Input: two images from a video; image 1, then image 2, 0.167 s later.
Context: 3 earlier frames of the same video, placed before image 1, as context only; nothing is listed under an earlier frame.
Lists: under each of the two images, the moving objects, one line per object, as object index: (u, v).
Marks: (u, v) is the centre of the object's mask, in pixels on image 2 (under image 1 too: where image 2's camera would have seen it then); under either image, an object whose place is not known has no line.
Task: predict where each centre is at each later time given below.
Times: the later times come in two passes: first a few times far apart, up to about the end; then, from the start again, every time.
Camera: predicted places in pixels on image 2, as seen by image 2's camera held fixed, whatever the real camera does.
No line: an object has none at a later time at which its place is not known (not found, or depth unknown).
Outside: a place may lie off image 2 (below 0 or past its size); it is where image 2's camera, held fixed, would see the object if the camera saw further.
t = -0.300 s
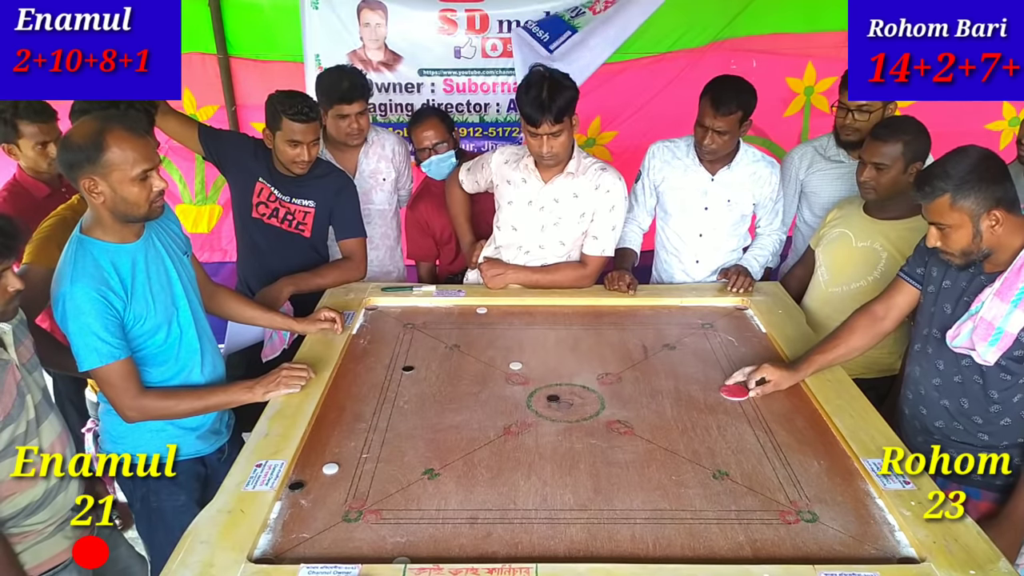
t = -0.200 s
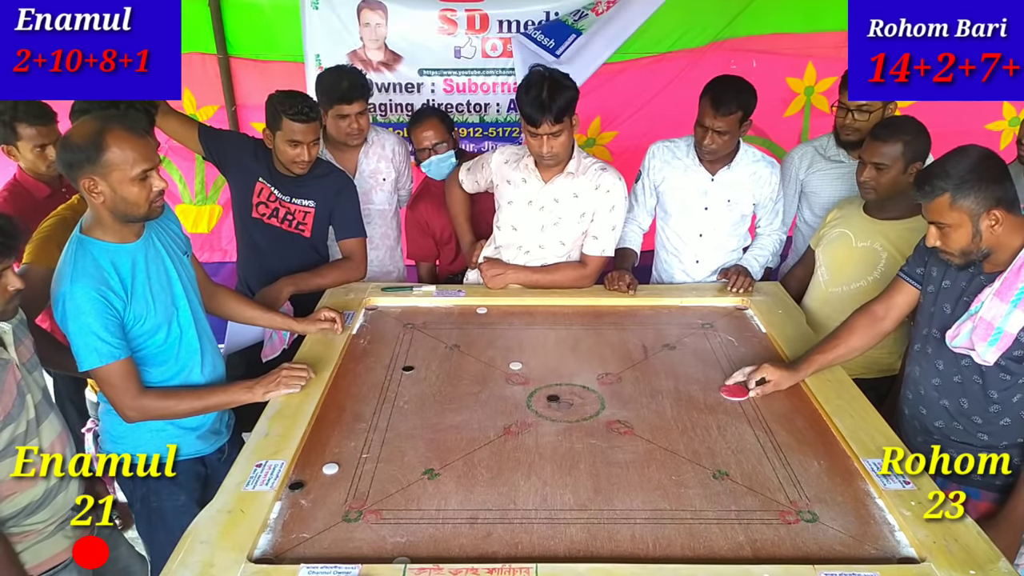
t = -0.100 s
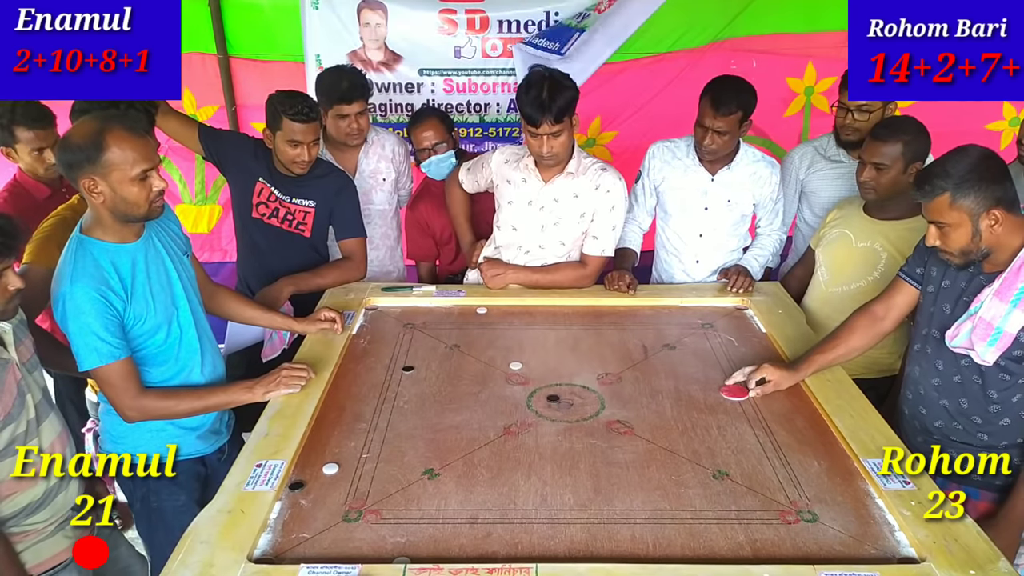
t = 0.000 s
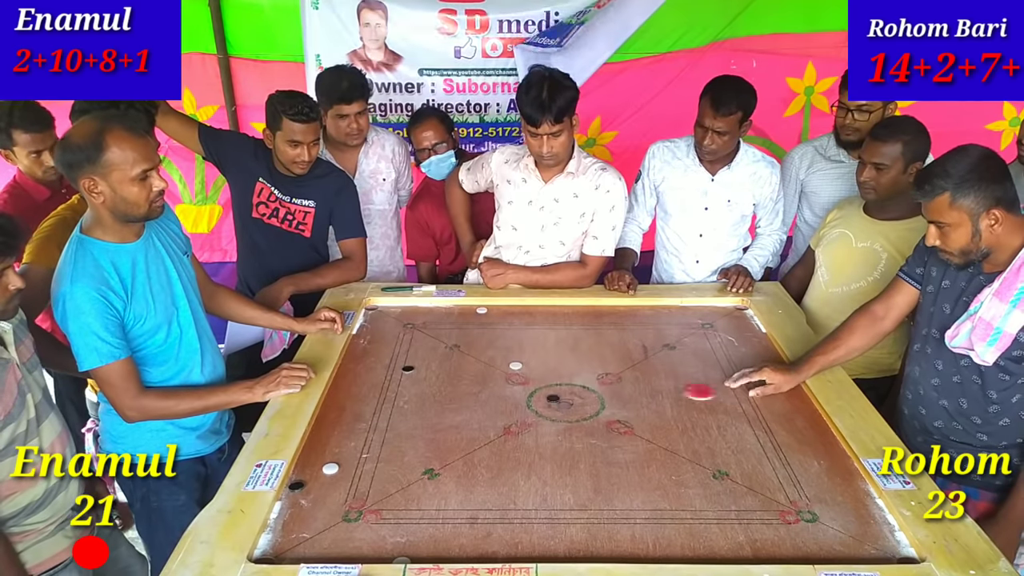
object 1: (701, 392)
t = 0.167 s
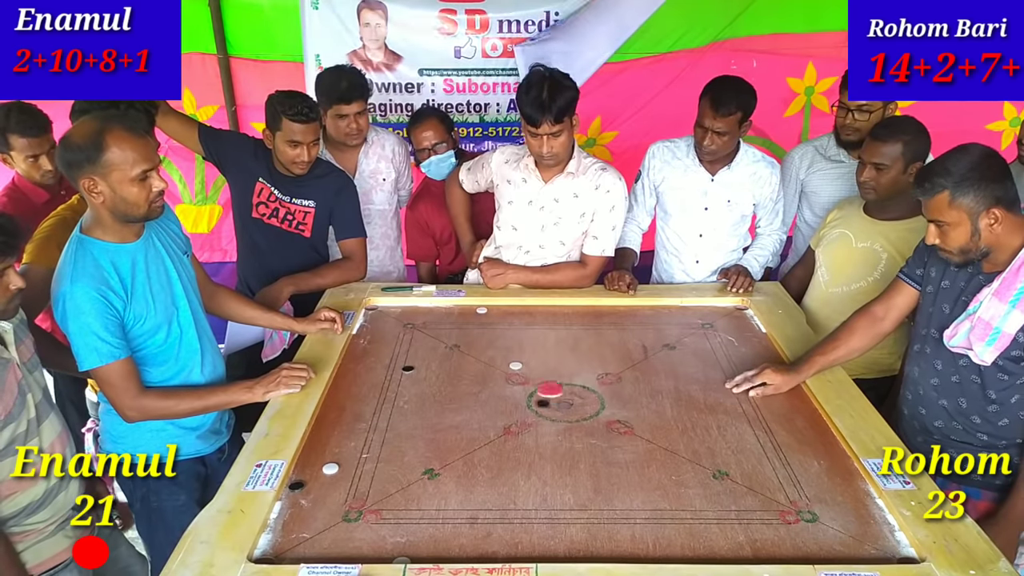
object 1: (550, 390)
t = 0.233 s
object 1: (500, 385)
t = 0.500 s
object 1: (350, 377)
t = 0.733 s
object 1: (427, 378)
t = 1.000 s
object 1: (487, 379)
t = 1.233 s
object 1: (514, 379)
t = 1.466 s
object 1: (519, 379)
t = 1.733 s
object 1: (520, 379)
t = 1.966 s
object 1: (520, 379)
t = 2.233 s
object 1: (520, 379)
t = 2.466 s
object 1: (520, 379)
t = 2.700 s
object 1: (520, 379)
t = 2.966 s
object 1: (520, 379)
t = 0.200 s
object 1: (524, 387)
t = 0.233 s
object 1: (500, 385)
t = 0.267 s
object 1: (476, 383)
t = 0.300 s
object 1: (455, 381)
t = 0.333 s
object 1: (433, 379)
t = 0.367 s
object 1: (412, 378)
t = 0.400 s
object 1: (394, 378)
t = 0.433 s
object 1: (375, 377)
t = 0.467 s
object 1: (357, 377)
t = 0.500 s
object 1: (350, 377)
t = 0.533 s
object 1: (363, 377)
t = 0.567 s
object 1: (375, 377)
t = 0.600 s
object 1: (385, 378)
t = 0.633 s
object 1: (397, 378)
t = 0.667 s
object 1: (407, 378)
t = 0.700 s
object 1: (417, 377)
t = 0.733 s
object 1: (427, 378)
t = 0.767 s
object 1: (436, 378)
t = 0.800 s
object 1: (445, 378)
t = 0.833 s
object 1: (453, 379)
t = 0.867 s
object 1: (461, 379)
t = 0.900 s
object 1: (468, 379)
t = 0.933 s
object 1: (475, 379)
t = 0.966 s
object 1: (481, 379)
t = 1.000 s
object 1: (487, 379)
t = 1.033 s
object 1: (493, 379)
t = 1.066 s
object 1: (497, 379)
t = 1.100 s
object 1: (502, 379)
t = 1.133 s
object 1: (506, 379)
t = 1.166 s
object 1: (509, 379)
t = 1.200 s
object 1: (512, 379)
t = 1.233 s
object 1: (514, 379)
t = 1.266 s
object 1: (516, 379)
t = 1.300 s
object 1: (518, 379)
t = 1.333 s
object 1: (519, 379)
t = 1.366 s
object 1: (519, 379)
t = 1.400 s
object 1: (519, 379)
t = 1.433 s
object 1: (519, 379)
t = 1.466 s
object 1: (519, 379)
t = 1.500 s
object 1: (519, 379)
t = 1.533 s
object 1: (519, 379)
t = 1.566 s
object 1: (519, 379)
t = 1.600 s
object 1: (519, 379)
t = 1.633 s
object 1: (520, 379)
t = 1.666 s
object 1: (520, 379)
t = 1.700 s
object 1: (520, 379)
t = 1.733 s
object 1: (520, 379)
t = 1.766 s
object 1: (520, 379)
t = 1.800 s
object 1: (520, 379)
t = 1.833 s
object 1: (520, 379)
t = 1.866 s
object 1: (520, 379)
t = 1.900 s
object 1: (520, 379)
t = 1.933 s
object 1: (520, 379)
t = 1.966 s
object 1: (520, 379)
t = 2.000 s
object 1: (520, 379)
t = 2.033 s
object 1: (520, 379)
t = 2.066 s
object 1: (520, 379)
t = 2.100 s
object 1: (520, 379)
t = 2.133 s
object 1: (520, 379)
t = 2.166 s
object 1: (520, 379)
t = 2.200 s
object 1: (520, 379)
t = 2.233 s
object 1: (520, 379)
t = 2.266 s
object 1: (520, 379)
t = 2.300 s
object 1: (520, 379)
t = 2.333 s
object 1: (520, 379)
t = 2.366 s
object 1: (520, 379)
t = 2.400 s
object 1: (520, 379)
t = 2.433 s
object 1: (520, 379)
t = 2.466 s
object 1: (520, 379)
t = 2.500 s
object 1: (520, 379)
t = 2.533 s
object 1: (520, 379)
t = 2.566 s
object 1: (520, 379)
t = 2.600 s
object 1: (520, 379)
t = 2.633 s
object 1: (520, 379)
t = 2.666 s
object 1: (520, 379)
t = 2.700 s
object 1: (520, 379)
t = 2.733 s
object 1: (520, 379)
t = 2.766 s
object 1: (520, 379)
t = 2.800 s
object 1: (520, 379)
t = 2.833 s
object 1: (520, 379)
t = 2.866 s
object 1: (520, 379)
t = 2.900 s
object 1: (520, 379)
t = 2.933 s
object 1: (520, 379)
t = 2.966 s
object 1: (520, 379)
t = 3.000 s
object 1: (520, 379)
